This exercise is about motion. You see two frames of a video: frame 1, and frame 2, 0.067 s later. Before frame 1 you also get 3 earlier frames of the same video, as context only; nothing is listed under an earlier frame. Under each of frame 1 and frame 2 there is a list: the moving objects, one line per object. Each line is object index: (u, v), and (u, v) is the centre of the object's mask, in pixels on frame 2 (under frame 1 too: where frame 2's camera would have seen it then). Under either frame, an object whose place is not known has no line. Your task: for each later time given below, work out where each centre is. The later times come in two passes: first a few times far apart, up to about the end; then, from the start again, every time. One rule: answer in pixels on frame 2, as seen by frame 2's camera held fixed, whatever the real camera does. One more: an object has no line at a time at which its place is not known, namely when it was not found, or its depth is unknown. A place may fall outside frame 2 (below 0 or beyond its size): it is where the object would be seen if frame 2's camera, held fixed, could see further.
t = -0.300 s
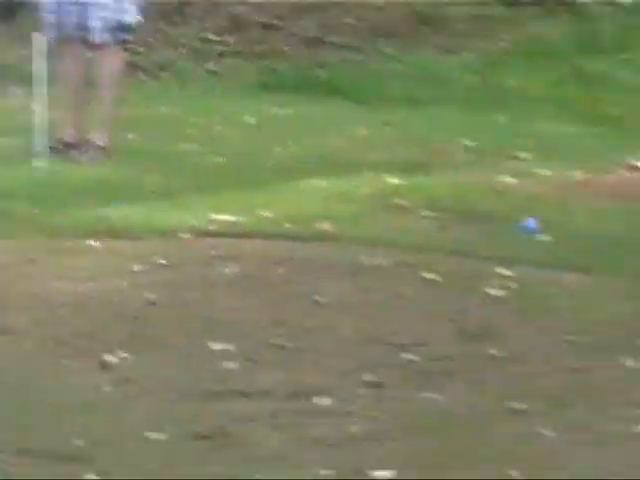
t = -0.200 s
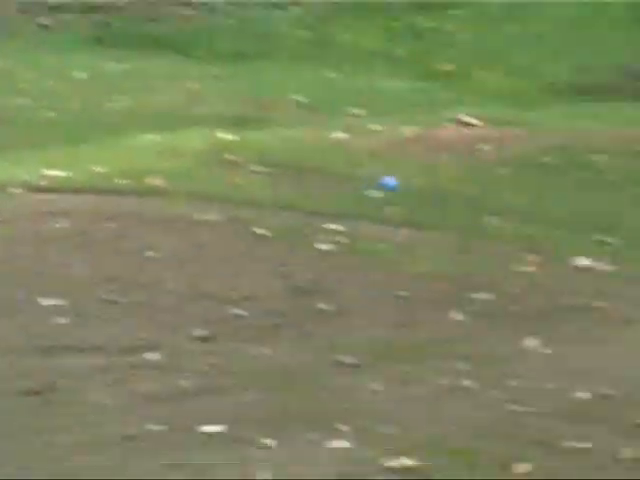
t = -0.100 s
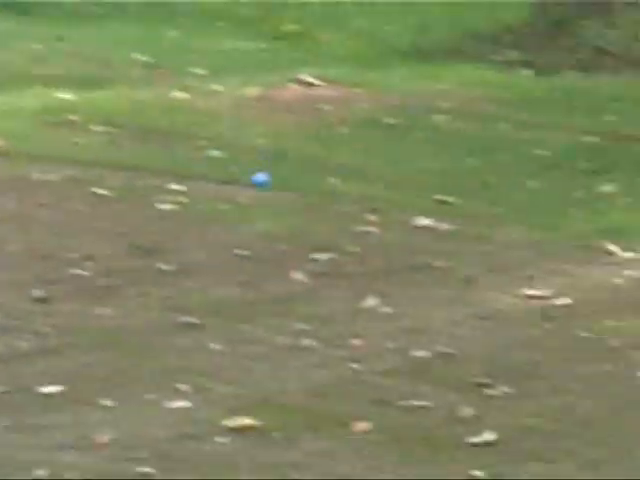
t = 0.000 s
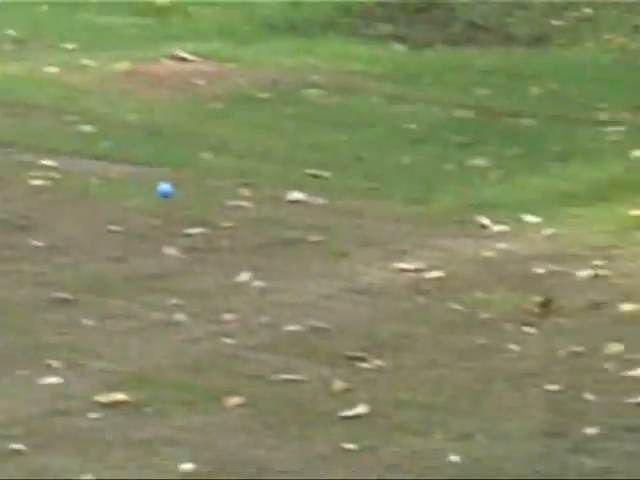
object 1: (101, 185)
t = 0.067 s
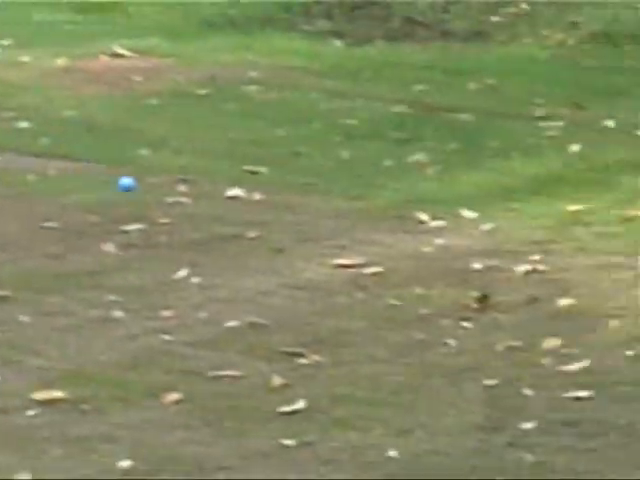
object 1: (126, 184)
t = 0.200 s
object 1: (176, 230)
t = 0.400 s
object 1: (245, 267)
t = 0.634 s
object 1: (318, 312)
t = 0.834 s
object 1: (376, 364)
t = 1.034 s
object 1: (417, 410)
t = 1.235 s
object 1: (451, 455)
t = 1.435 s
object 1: (486, 508)
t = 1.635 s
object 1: (506, 569)
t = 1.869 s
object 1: (511, 643)
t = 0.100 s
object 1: (138, 189)
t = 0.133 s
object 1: (151, 198)
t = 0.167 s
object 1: (164, 211)
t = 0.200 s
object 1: (176, 230)
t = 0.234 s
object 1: (188, 238)
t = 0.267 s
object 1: (200, 238)
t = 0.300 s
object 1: (211, 243)
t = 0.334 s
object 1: (222, 252)
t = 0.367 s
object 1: (234, 265)
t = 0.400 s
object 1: (245, 267)
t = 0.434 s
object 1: (255, 270)
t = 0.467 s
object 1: (266, 276)
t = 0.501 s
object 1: (276, 287)
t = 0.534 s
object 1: (288, 302)
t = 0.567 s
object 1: (298, 303)
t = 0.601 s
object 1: (308, 305)
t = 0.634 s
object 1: (318, 312)
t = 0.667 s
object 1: (328, 324)
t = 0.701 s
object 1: (339, 336)
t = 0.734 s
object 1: (348, 341)
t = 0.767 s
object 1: (358, 347)
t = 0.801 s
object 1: (367, 353)
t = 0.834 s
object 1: (376, 364)
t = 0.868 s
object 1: (385, 372)
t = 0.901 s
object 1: (392, 377)
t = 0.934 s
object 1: (398, 382)
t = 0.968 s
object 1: (405, 393)
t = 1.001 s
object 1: (411, 403)
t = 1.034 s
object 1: (417, 410)
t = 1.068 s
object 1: (422, 415)
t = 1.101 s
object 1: (427, 426)
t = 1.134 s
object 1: (433, 437)
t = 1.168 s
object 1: (439, 441)
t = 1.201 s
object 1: (445, 445)
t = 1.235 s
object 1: (451, 455)
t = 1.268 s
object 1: (457, 471)
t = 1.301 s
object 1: (464, 475)
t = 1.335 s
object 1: (469, 478)
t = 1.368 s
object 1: (475, 485)
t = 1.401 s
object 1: (480, 501)
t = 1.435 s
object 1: (486, 508)
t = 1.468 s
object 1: (490, 511)
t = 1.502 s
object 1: (494, 519)
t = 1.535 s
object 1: (498, 533)
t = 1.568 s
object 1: (503, 554)
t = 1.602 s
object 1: (505, 560)
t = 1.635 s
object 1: (506, 569)
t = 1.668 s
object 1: (508, 583)
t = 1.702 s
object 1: (510, 596)
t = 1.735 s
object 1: (512, 605)
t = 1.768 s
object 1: (512, 613)
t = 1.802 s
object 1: (512, 624)
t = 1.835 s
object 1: (511, 635)
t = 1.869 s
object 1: (511, 643)
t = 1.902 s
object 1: (509, 654)
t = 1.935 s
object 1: (509, 669)
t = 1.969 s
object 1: (508, 687)
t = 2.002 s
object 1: (507, 692)
